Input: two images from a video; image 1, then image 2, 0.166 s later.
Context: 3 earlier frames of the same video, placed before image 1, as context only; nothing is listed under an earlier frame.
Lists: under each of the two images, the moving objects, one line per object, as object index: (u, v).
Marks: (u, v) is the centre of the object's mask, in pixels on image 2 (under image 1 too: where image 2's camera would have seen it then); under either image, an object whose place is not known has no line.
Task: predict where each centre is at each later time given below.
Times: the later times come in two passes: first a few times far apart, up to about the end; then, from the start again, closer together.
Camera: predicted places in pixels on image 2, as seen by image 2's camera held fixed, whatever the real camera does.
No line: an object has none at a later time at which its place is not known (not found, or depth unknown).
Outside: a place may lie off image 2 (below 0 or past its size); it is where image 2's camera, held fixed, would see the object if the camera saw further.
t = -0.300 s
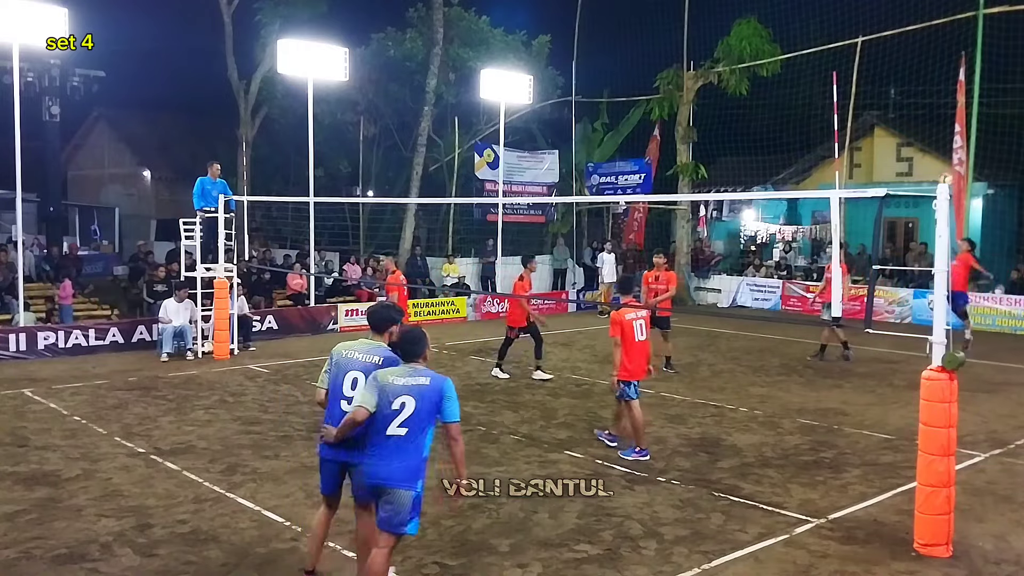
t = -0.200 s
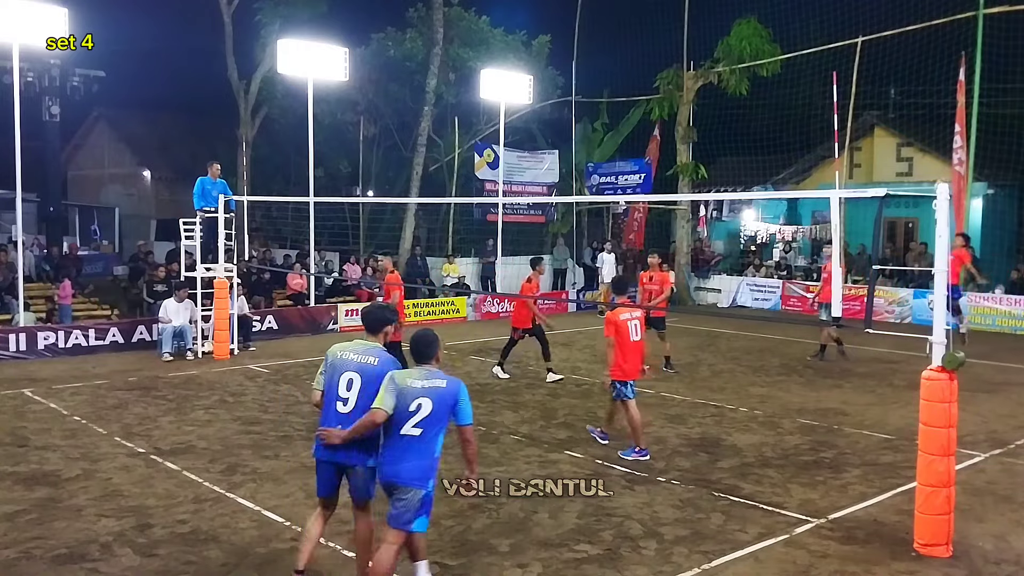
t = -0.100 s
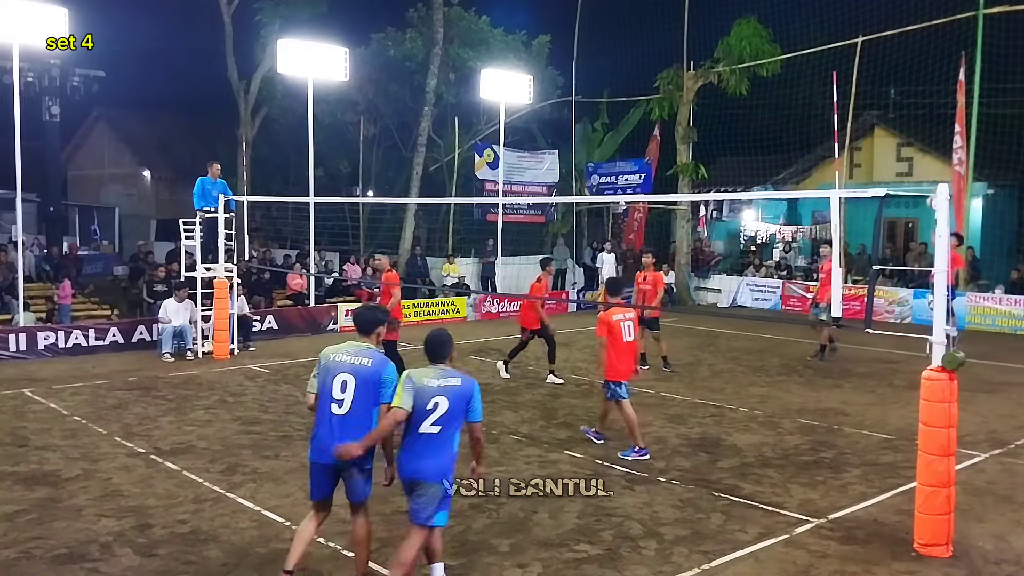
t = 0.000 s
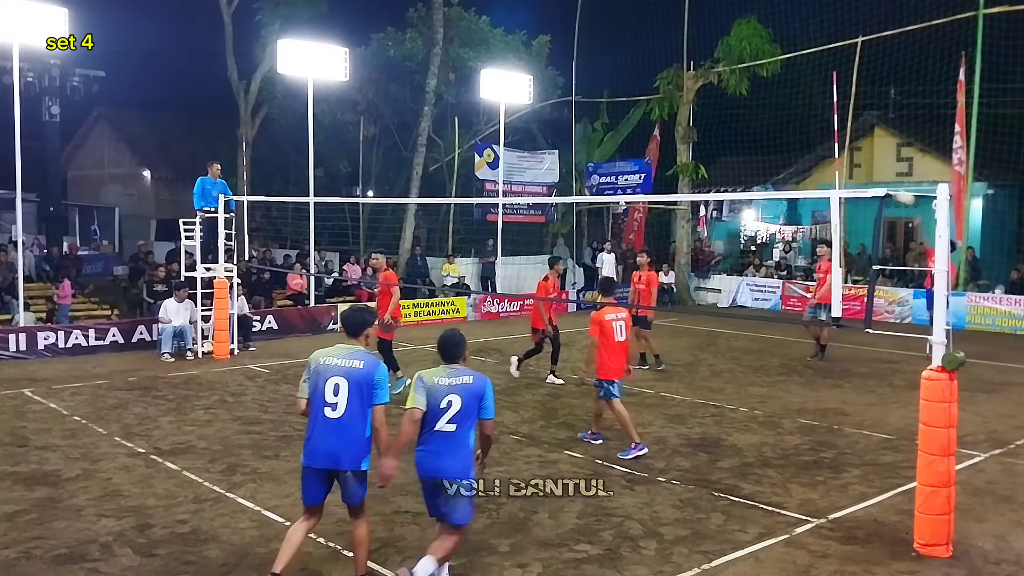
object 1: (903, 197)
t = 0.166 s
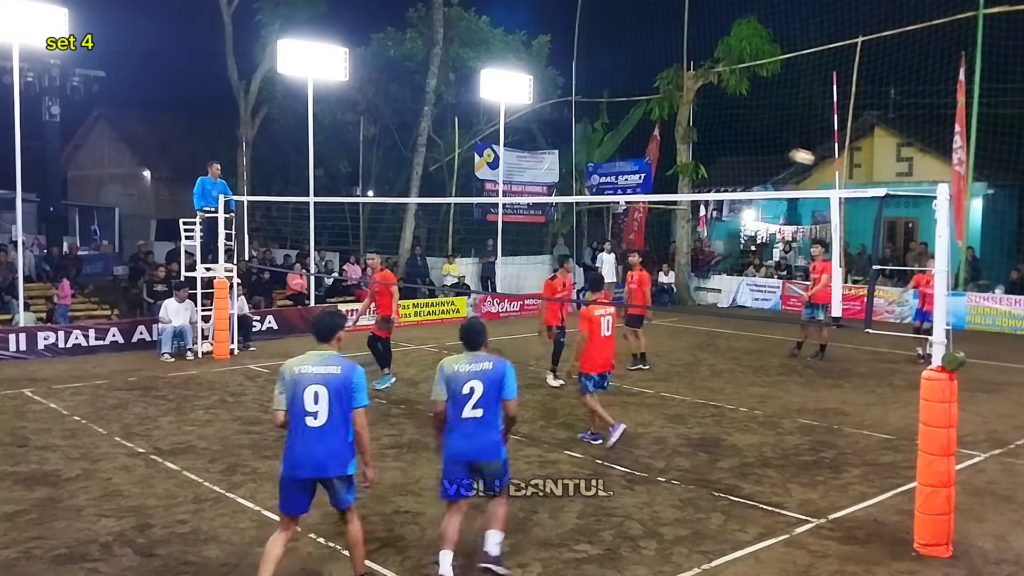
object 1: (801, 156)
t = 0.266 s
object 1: (732, 139)
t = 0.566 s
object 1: (480, 125)
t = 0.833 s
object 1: (181, 188)
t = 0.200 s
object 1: (779, 150)
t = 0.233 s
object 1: (756, 144)
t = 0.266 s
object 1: (732, 139)
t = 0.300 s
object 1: (707, 134)
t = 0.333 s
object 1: (683, 131)
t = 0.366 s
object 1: (656, 127)
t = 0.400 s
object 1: (629, 124)
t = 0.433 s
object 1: (600, 123)
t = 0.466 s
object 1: (572, 121)
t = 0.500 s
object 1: (542, 122)
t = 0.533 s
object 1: (516, 123)
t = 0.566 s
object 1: (480, 125)
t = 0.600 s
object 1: (447, 129)
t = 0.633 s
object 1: (414, 134)
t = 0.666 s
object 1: (380, 139)
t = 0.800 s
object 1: (228, 174)
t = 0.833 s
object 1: (181, 188)
